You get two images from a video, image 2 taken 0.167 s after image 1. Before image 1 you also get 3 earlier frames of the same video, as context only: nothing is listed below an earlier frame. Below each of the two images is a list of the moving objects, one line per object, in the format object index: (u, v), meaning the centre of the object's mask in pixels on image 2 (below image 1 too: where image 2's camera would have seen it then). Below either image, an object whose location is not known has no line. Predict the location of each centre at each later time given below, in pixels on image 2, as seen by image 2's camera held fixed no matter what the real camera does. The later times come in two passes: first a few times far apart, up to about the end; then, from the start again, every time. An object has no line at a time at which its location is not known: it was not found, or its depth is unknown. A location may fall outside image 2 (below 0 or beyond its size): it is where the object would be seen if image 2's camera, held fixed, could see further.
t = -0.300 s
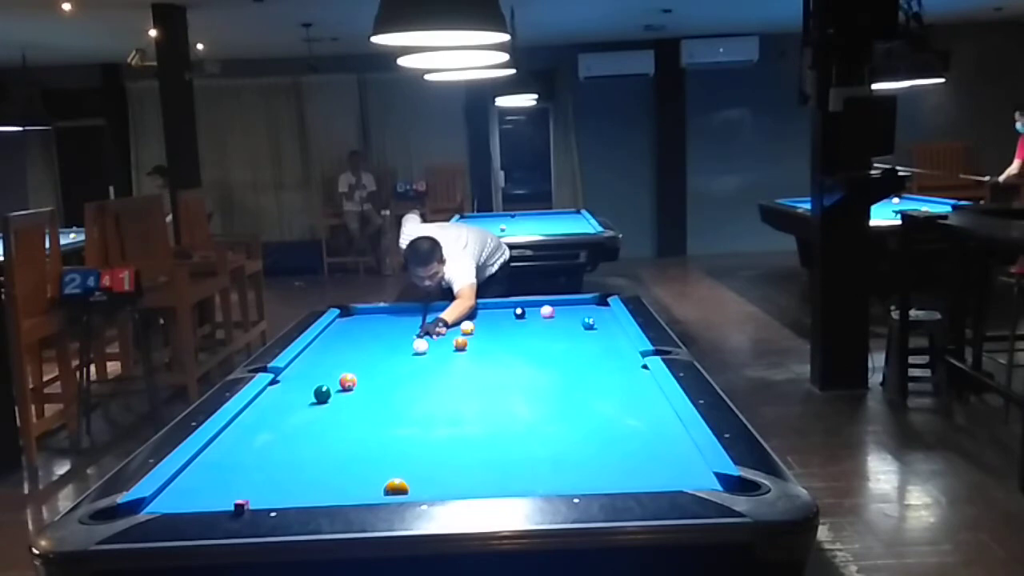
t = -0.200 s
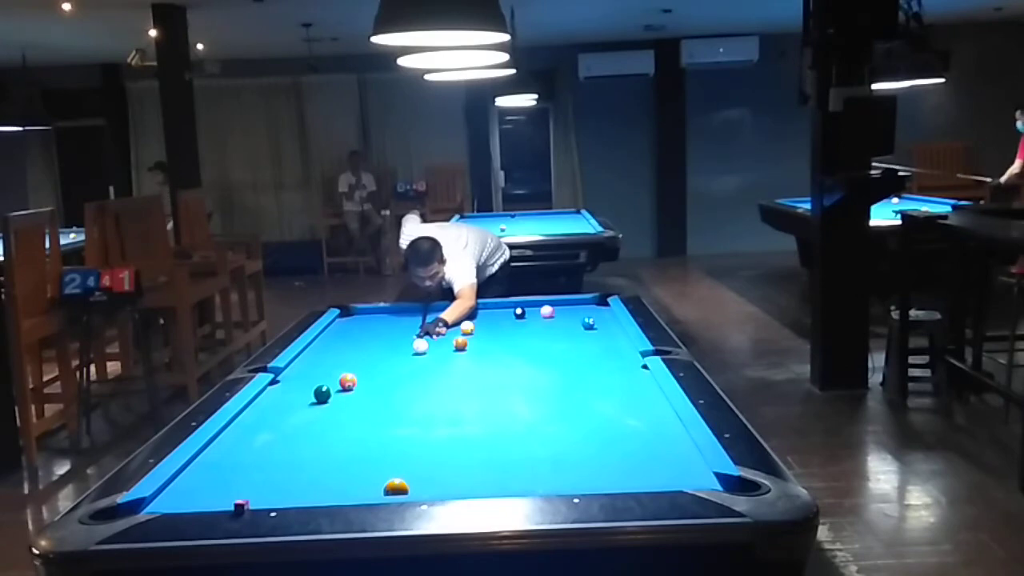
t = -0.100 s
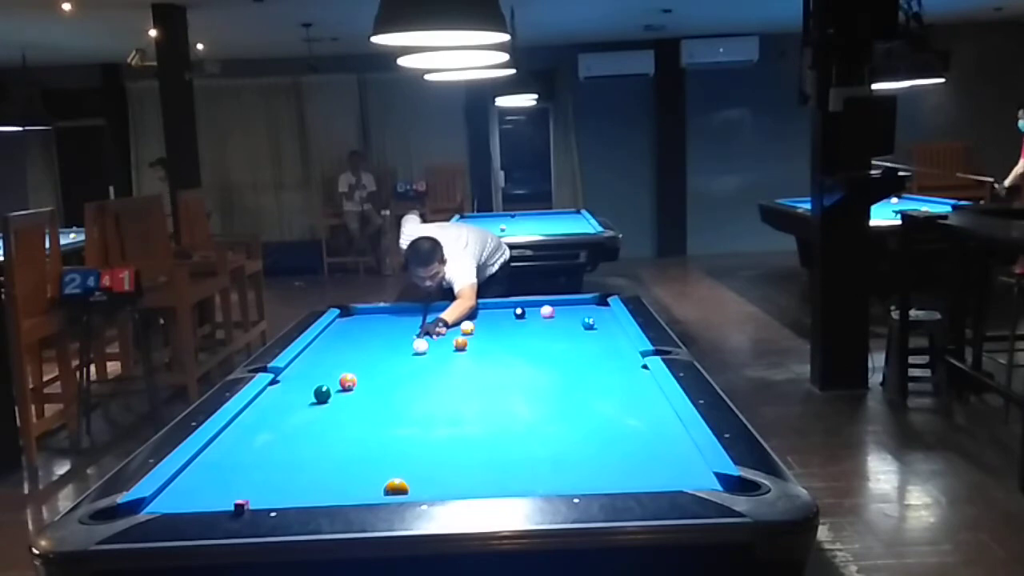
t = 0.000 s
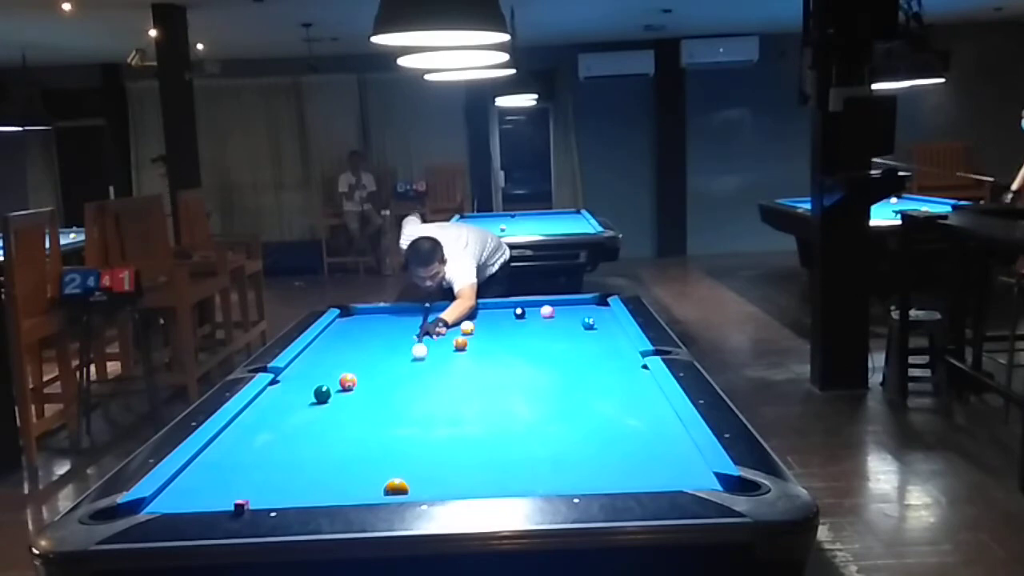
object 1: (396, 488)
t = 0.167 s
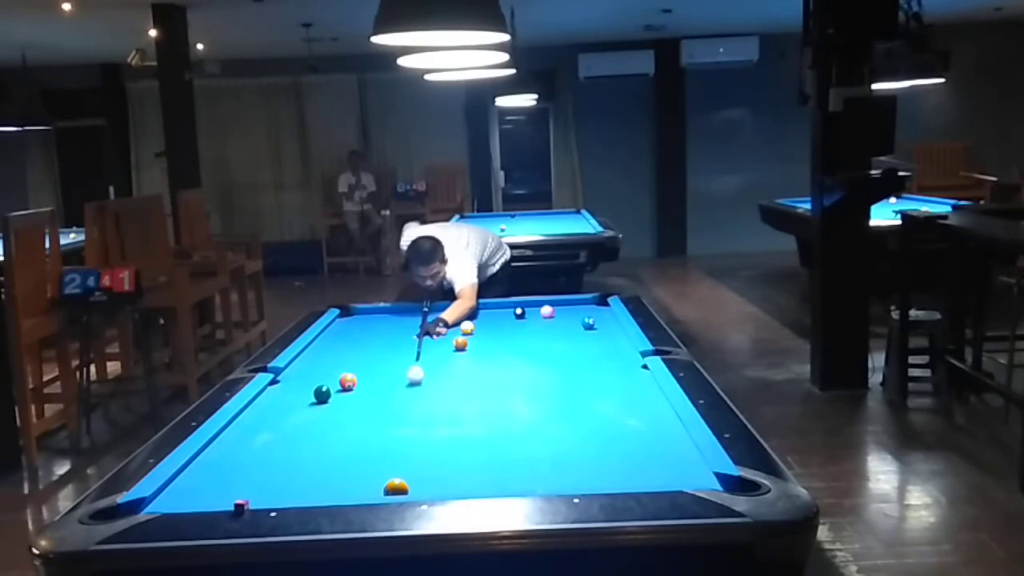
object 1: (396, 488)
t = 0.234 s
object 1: (396, 488)
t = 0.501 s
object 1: (396, 488)
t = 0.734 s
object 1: (404, 487)
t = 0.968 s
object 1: (427, 462)
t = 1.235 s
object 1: (450, 435)
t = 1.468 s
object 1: (466, 415)
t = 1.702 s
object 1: (479, 398)
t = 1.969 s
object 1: (493, 382)
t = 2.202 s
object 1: (502, 369)
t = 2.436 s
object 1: (511, 359)
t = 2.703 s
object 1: (520, 348)
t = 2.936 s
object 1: (527, 339)
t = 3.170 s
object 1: (532, 332)
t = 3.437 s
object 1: (538, 324)
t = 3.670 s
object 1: (542, 319)
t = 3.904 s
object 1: (547, 313)
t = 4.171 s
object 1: (549, 310)
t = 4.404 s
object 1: (550, 312)
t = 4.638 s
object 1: (551, 311)
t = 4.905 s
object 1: (551, 311)
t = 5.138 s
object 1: (552, 310)
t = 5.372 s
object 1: (552, 311)
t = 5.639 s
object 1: (553, 310)
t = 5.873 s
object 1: (553, 310)
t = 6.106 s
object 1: (552, 311)
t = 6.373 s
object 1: (553, 311)
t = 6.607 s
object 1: (553, 311)
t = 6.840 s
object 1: (552, 311)
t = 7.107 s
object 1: (552, 311)
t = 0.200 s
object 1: (396, 488)
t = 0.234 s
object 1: (396, 488)
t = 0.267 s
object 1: (396, 488)
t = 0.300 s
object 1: (396, 488)
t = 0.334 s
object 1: (396, 488)
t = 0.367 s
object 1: (396, 488)
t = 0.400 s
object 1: (396, 488)
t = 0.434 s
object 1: (396, 487)
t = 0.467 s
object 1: (396, 488)
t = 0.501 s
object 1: (396, 488)
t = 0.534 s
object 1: (396, 487)
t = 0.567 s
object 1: (396, 488)
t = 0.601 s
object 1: (396, 488)
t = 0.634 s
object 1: (396, 487)
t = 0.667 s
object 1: (396, 488)
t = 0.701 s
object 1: (399, 489)
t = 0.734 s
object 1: (404, 487)
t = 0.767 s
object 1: (407, 484)
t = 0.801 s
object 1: (411, 482)
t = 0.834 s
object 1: (414, 480)
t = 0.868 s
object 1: (418, 474)
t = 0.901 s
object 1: (421, 470)
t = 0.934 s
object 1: (424, 466)
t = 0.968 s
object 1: (427, 462)
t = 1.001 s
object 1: (431, 459)
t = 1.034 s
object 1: (434, 455)
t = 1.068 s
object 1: (436, 451)
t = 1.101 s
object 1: (439, 448)
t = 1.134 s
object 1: (442, 444)
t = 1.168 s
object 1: (445, 441)
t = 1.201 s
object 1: (447, 438)
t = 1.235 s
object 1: (450, 435)
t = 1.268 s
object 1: (452, 432)
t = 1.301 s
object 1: (455, 429)
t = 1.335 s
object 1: (457, 426)
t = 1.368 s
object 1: (459, 423)
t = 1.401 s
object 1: (462, 420)
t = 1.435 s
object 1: (464, 417)
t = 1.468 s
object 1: (466, 415)
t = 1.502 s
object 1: (468, 412)
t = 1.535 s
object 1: (470, 410)
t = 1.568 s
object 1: (472, 407)
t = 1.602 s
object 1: (474, 405)
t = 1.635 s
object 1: (476, 402)
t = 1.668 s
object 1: (477, 400)
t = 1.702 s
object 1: (479, 398)
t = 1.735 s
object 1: (481, 396)
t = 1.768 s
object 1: (483, 394)
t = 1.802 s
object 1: (485, 392)
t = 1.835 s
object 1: (486, 390)
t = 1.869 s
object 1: (488, 388)
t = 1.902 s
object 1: (490, 385)
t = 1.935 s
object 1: (491, 383)
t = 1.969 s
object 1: (493, 382)
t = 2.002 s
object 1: (494, 380)
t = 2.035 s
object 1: (495, 378)
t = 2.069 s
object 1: (497, 376)
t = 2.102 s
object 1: (499, 375)
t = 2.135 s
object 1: (500, 373)
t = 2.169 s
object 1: (501, 371)
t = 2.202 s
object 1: (502, 369)
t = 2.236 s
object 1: (504, 368)
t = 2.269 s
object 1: (506, 366)
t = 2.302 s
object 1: (507, 364)
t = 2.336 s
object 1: (508, 363)
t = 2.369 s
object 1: (509, 362)
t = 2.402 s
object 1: (510, 360)
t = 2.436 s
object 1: (511, 359)
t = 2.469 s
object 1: (512, 357)
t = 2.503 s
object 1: (514, 356)
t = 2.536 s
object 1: (515, 354)
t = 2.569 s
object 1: (516, 353)
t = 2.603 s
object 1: (517, 351)
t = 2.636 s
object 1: (518, 350)
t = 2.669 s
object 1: (519, 349)
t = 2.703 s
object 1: (520, 348)
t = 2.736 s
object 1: (521, 346)
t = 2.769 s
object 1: (522, 345)
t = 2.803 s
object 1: (523, 344)
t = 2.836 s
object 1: (524, 343)
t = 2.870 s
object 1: (525, 342)
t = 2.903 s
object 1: (526, 341)
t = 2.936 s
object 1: (527, 339)
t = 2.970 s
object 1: (527, 338)
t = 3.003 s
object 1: (529, 337)
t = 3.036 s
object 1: (529, 336)
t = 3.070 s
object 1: (530, 335)
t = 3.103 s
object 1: (531, 334)
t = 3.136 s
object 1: (532, 333)
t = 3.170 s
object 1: (532, 332)
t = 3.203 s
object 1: (533, 331)
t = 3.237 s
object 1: (534, 330)
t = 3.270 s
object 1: (535, 329)
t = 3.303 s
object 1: (535, 328)
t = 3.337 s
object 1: (536, 327)
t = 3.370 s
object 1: (537, 326)
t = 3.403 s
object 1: (538, 325)
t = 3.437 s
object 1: (538, 324)
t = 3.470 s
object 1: (539, 324)
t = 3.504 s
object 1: (540, 323)
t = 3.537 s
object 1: (540, 322)
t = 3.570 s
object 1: (541, 321)
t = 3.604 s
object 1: (542, 320)
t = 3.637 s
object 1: (542, 319)
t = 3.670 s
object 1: (542, 319)
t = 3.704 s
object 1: (543, 318)
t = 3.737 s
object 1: (543, 318)
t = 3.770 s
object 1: (544, 317)
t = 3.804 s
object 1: (544, 316)
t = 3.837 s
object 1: (545, 315)
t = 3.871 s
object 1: (546, 315)
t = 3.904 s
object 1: (547, 313)
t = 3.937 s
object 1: (547, 313)
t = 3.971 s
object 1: (547, 312)
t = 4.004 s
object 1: (547, 312)
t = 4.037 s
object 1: (548, 311)
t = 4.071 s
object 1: (548, 311)
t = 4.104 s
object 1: (548, 311)
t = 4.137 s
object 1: (548, 311)
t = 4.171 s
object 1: (549, 310)
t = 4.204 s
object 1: (549, 310)
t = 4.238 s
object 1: (549, 310)
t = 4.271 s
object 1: (549, 309)
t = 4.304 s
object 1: (550, 312)
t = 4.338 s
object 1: (551, 312)
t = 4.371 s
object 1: (550, 312)
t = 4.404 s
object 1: (550, 312)
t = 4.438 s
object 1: (550, 312)
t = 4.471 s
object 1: (551, 312)
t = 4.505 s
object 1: (551, 312)
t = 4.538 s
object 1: (551, 311)
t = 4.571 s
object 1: (551, 311)
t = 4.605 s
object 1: (551, 311)
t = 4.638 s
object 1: (551, 311)
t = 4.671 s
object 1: (551, 311)
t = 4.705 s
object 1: (551, 311)
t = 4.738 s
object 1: (551, 311)
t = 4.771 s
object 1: (551, 311)
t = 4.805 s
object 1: (551, 311)
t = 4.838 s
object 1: (551, 311)
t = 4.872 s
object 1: (551, 311)
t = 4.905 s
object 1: (551, 311)
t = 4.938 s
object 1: (552, 311)
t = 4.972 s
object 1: (552, 311)
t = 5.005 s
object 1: (552, 311)
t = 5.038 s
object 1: (552, 311)
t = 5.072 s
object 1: (552, 311)
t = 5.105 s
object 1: (552, 311)
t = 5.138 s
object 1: (552, 310)
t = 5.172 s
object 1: (552, 310)
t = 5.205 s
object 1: (552, 311)
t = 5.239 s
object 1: (552, 310)
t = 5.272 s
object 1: (552, 310)
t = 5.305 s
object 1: (552, 310)
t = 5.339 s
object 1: (552, 310)
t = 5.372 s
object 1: (552, 311)
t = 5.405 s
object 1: (552, 311)
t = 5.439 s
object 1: (552, 310)
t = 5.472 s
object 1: (552, 310)
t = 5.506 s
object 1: (552, 310)
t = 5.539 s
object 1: (552, 311)
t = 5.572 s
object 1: (552, 310)
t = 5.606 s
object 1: (553, 310)
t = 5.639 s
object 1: (553, 310)
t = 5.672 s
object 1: (553, 310)
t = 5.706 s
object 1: (553, 310)
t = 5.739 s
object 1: (552, 310)
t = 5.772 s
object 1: (553, 310)
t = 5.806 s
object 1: (553, 310)
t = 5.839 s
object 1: (553, 310)
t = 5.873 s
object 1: (553, 310)
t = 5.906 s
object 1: (553, 310)
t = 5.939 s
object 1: (552, 311)
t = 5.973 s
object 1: (553, 311)
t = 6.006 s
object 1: (552, 311)
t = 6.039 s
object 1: (552, 311)
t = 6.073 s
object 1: (553, 311)
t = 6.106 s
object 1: (552, 311)
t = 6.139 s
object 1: (552, 311)
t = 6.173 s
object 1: (552, 311)
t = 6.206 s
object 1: (553, 311)
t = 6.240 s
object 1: (553, 311)
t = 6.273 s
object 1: (553, 311)
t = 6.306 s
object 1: (553, 311)
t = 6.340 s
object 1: (553, 311)
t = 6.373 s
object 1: (553, 311)
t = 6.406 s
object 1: (553, 311)
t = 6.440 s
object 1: (553, 311)
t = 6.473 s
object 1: (553, 311)
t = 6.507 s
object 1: (553, 311)
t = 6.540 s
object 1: (553, 311)
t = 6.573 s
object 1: (553, 311)
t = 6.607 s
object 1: (553, 311)
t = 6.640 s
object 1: (553, 311)
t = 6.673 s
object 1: (553, 311)
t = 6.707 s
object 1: (553, 311)
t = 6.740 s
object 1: (553, 311)
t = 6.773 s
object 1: (553, 311)
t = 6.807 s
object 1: (553, 311)
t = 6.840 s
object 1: (552, 311)
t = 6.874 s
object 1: (552, 311)
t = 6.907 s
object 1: (553, 311)
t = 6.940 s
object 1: (553, 311)
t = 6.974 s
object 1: (552, 311)
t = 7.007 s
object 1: (552, 311)
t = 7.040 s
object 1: (552, 311)
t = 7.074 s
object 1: (552, 311)
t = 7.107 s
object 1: (552, 311)
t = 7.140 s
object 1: (552, 311)
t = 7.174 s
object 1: (552, 311)
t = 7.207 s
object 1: (552, 311)
